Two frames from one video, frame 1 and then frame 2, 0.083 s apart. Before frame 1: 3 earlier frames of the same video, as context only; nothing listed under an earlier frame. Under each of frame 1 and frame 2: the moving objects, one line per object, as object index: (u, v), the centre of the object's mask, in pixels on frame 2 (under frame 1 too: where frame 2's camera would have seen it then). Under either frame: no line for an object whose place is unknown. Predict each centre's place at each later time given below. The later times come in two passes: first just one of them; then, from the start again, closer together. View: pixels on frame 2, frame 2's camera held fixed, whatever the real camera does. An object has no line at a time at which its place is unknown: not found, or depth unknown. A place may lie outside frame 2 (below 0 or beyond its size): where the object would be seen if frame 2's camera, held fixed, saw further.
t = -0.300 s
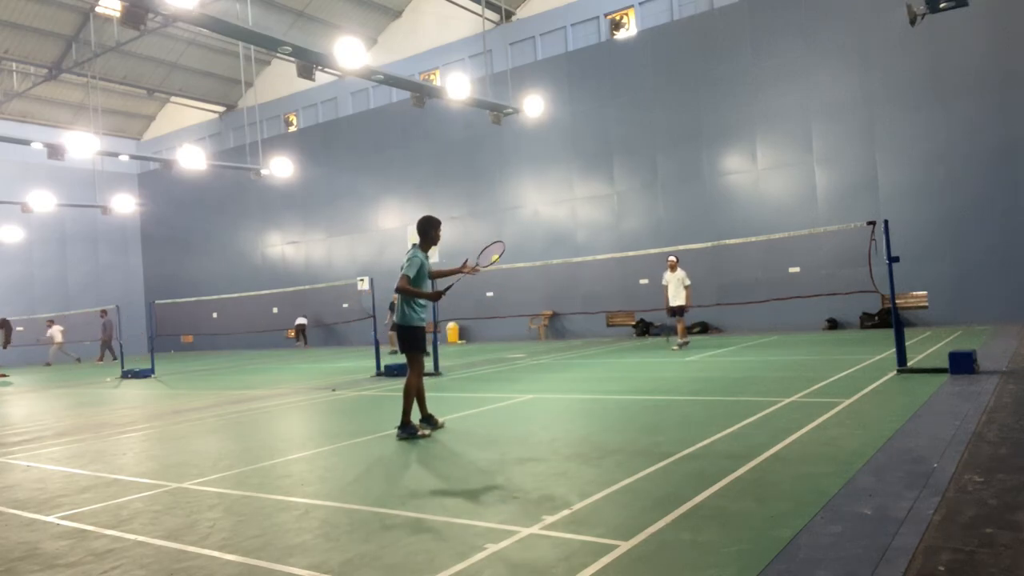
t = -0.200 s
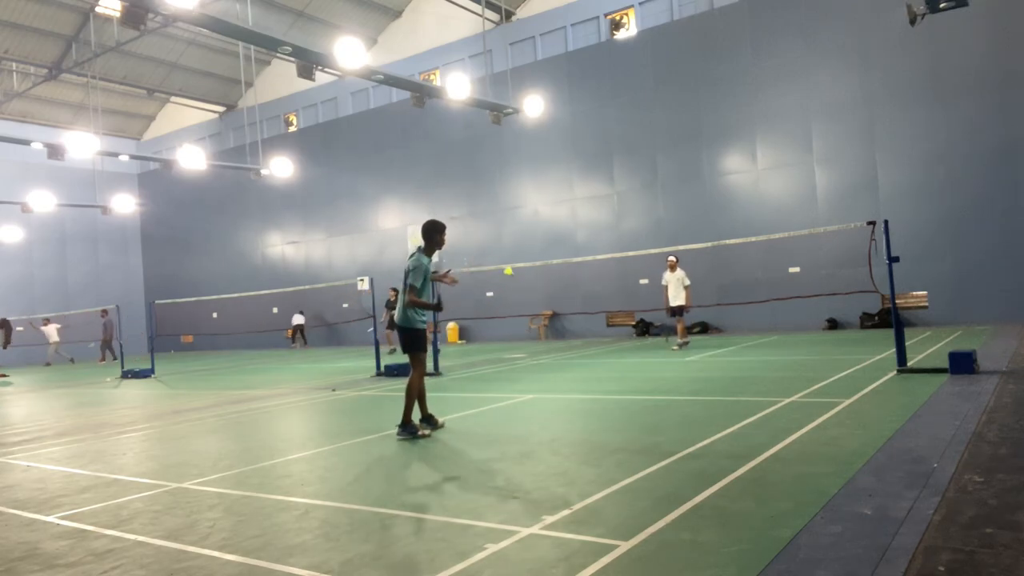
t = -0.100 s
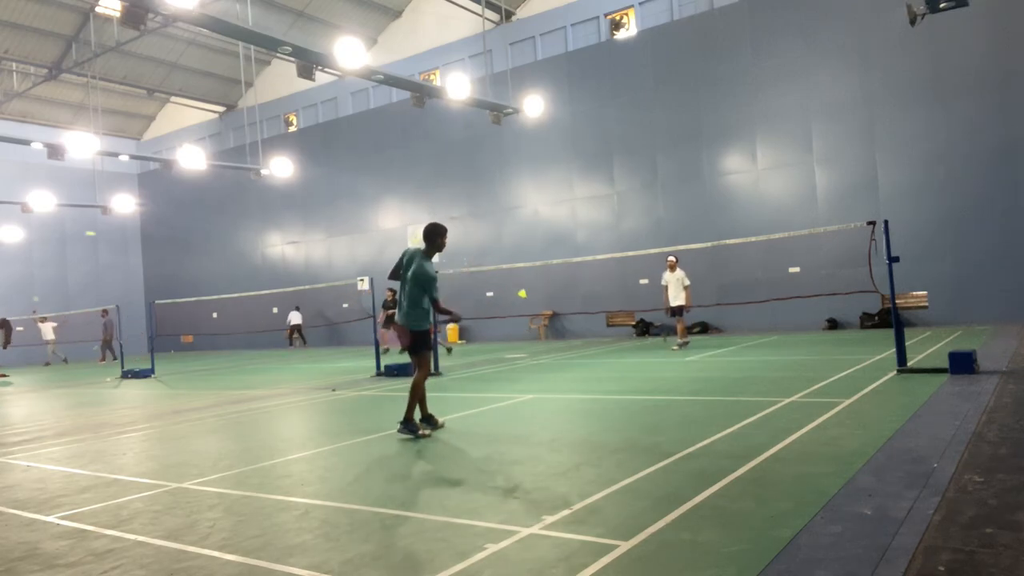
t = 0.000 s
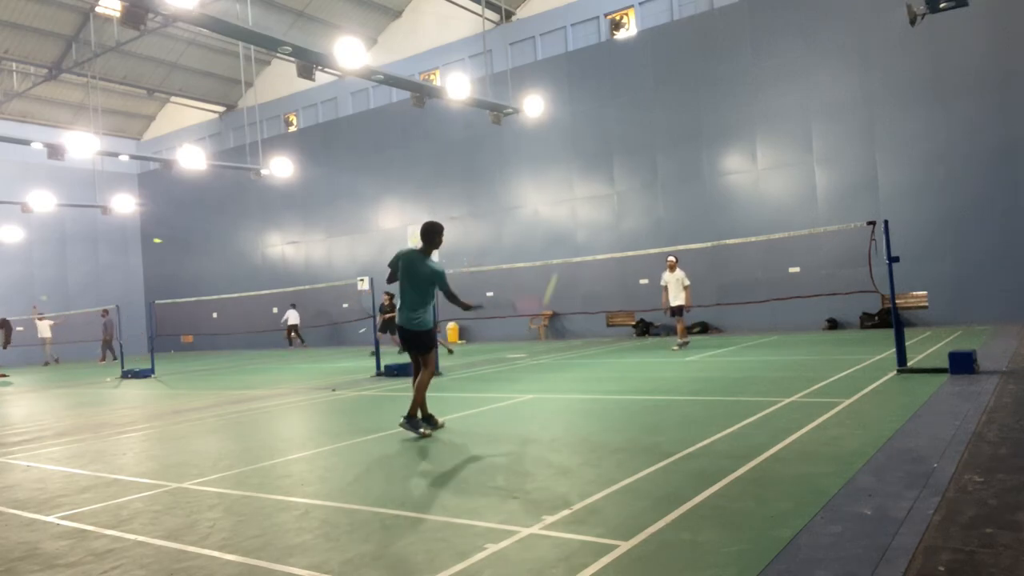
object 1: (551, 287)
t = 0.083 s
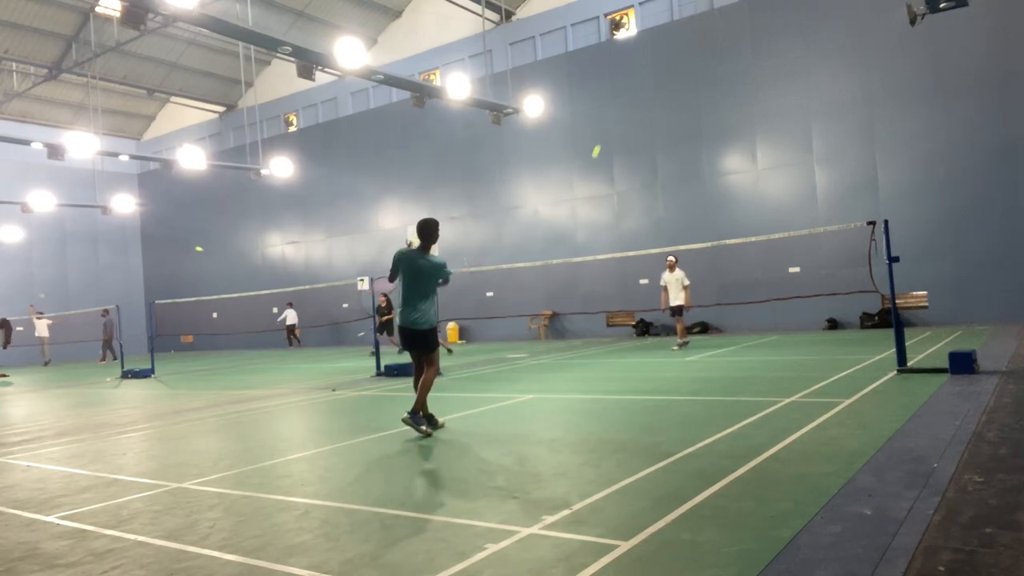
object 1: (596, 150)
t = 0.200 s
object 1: (624, 84)
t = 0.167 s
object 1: (618, 97)
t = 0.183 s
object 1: (622, 90)
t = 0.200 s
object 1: (624, 84)
